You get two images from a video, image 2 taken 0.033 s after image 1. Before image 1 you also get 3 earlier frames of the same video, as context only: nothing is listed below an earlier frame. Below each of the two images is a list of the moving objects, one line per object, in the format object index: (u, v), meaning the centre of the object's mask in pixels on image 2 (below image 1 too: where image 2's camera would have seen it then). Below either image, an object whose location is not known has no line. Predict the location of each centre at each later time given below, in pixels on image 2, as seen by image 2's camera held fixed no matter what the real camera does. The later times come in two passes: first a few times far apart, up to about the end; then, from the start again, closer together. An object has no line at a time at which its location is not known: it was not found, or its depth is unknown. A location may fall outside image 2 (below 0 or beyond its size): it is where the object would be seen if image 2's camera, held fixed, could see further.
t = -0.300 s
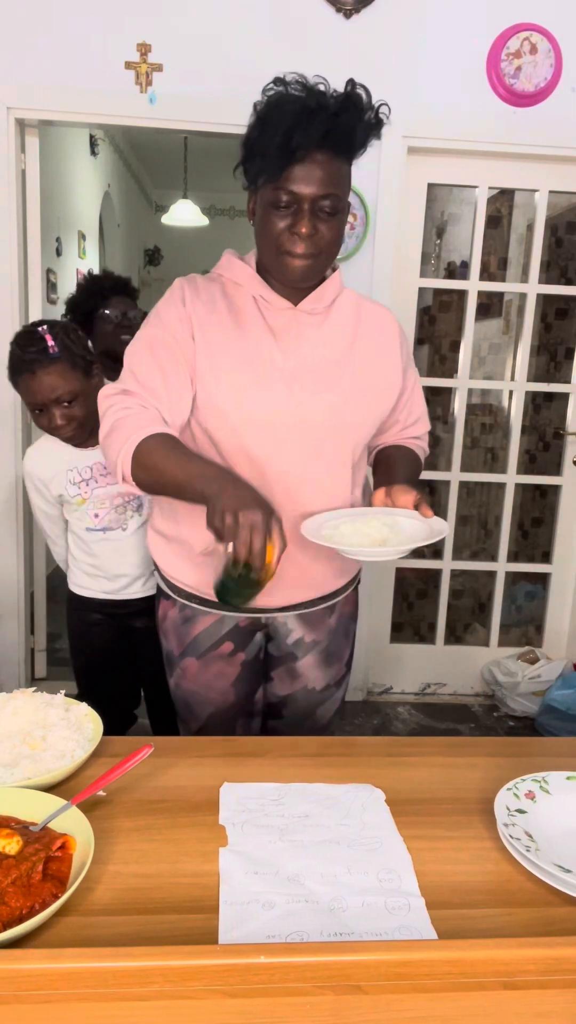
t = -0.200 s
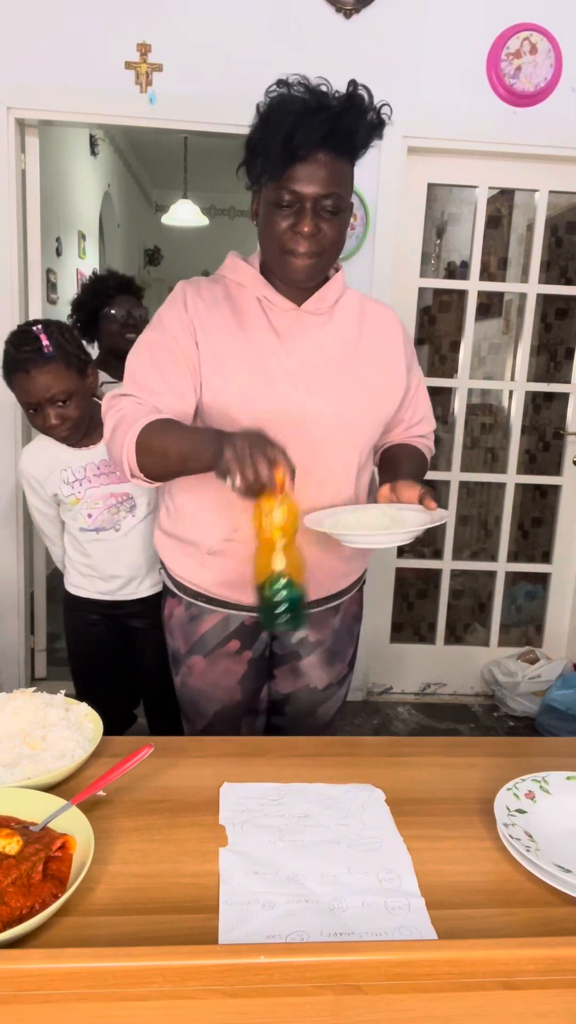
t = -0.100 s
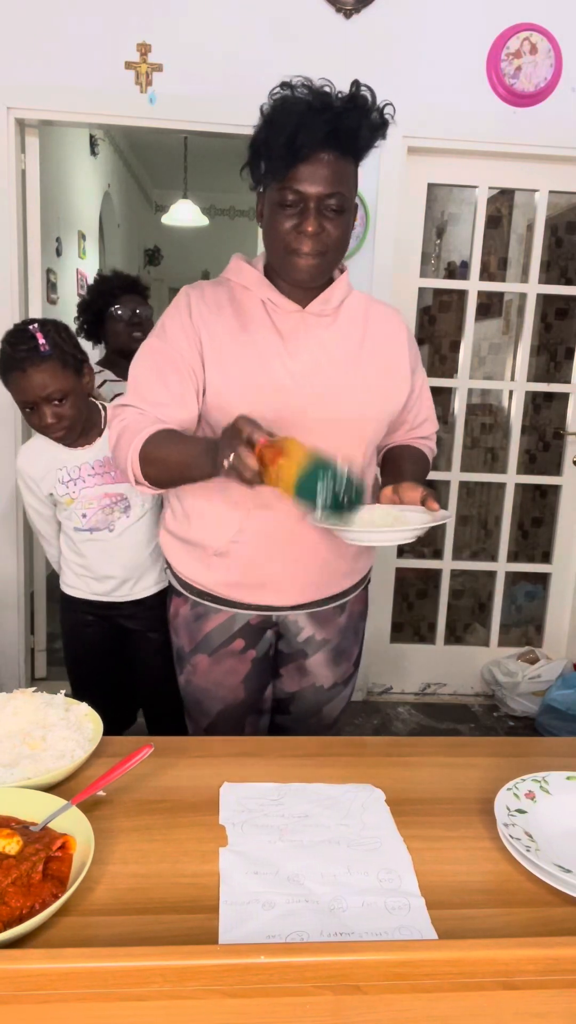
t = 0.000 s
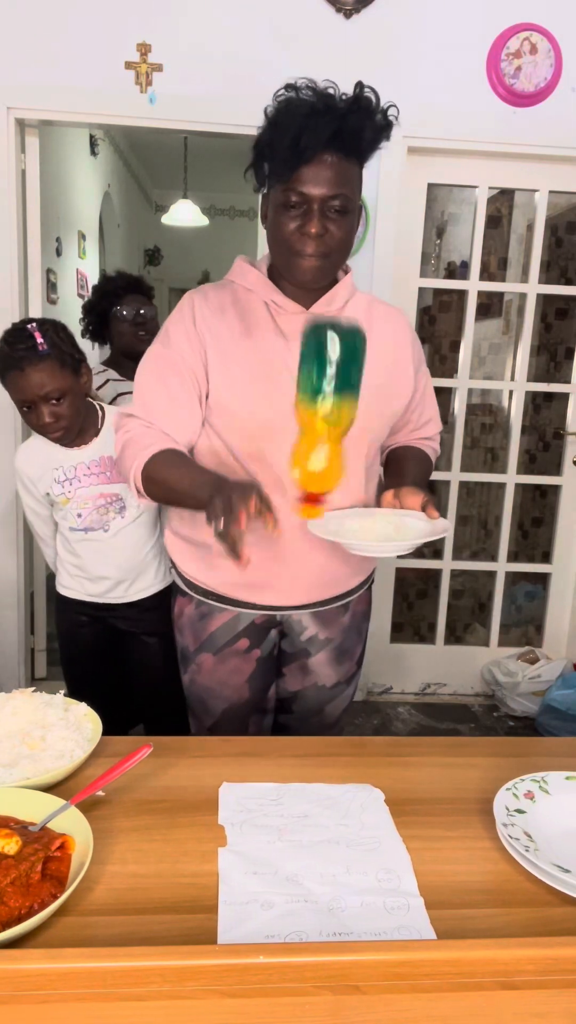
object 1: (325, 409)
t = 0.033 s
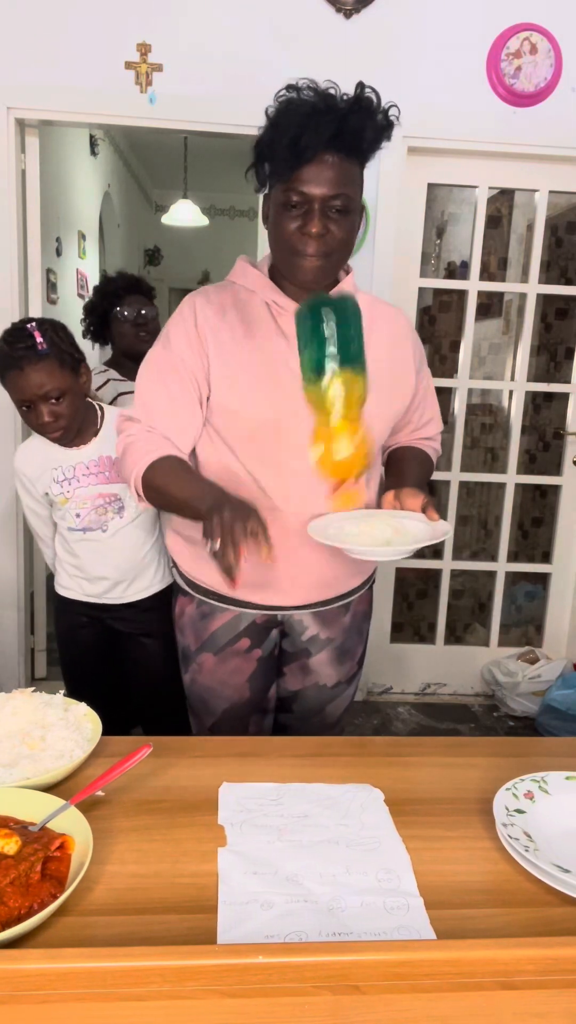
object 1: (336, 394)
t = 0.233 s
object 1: (336, 418)
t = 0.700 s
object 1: (229, 887)
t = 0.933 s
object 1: (208, 893)
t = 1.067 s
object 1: (206, 894)
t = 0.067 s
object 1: (347, 376)
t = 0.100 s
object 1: (356, 362)
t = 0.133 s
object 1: (360, 353)
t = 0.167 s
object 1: (358, 356)
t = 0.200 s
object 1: (348, 377)
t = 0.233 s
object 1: (336, 418)
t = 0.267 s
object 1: (324, 476)
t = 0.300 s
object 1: (312, 554)
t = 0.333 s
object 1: (303, 642)
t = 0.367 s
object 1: (293, 730)
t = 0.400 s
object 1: (282, 833)
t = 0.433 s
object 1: (268, 846)
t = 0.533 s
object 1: (250, 882)
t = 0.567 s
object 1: (246, 883)
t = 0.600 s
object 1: (242, 883)
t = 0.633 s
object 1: (237, 884)
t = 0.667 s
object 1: (232, 886)
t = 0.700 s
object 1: (229, 887)
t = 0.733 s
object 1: (226, 888)
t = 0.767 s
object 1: (223, 889)
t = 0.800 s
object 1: (220, 890)
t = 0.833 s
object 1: (215, 891)
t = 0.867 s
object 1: (211, 891)
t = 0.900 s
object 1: (209, 892)
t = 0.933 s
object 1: (208, 893)
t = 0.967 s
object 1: (207, 893)
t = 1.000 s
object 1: (207, 893)
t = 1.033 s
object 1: (206, 893)
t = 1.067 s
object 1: (206, 894)
